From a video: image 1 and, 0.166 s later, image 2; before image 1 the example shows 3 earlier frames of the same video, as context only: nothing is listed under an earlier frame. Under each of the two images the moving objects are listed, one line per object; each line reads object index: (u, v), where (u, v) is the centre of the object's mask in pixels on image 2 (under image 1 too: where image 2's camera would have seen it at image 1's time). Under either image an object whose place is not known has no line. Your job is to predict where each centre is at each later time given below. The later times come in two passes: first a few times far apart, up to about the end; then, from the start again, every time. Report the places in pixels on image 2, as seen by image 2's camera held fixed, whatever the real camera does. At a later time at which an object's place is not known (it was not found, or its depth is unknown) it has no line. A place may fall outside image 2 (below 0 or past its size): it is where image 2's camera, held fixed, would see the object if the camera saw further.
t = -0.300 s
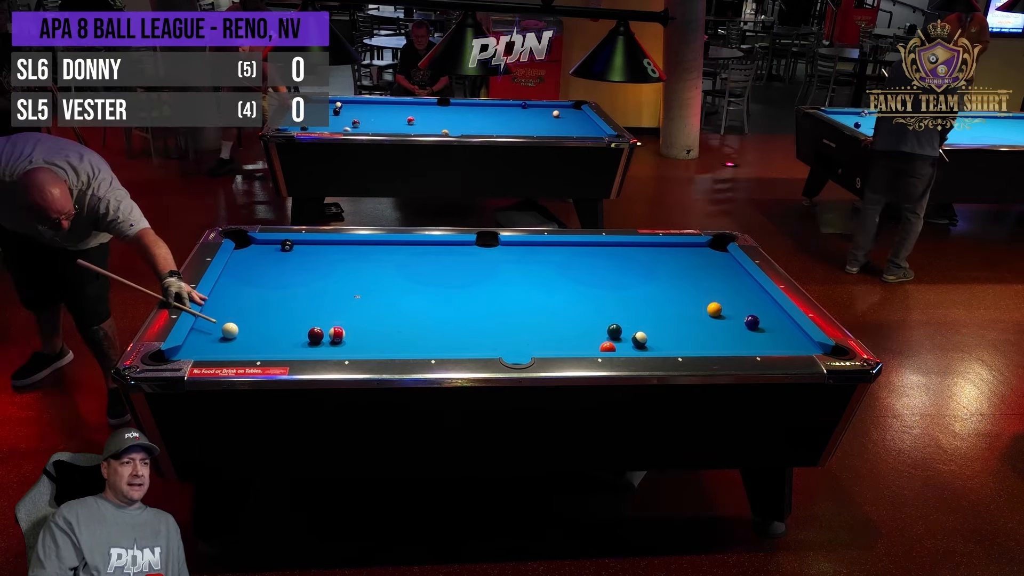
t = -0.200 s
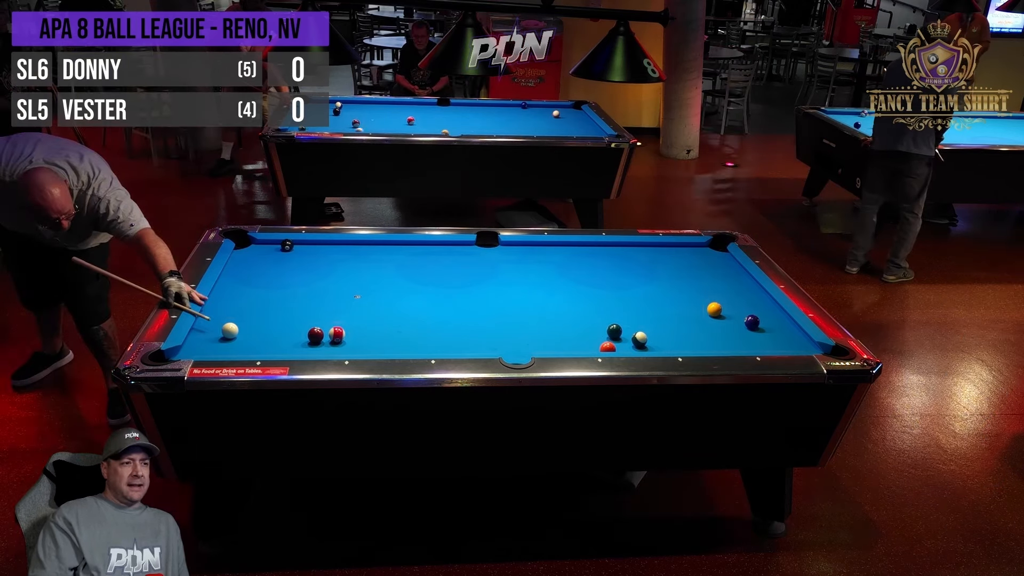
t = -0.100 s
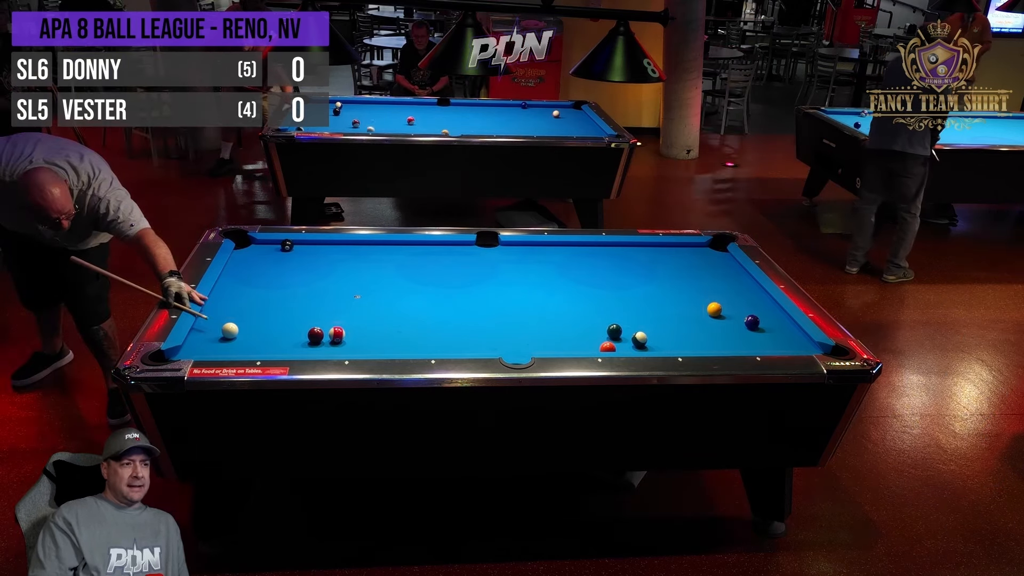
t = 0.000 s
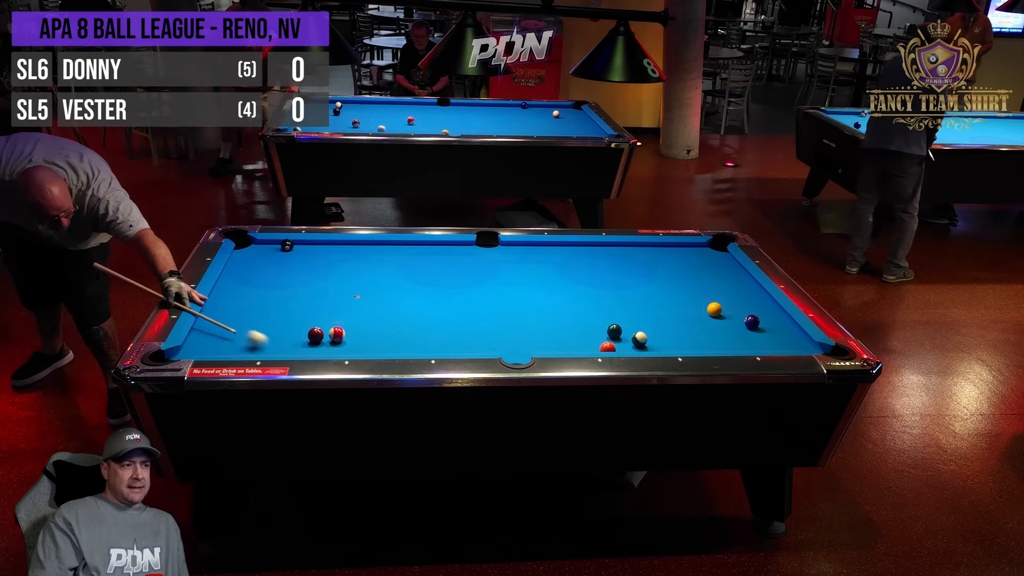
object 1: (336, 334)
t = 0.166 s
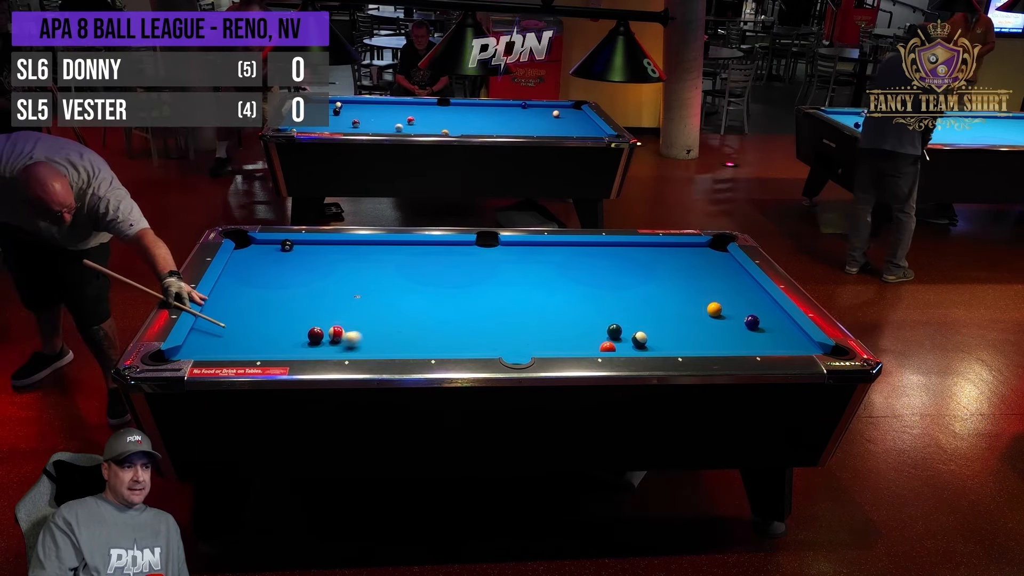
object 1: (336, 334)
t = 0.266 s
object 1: (334, 331)
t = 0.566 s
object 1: (330, 324)
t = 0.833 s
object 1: (326, 319)
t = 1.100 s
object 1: (323, 314)
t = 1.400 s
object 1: (320, 309)
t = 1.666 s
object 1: (318, 305)
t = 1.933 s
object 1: (317, 302)
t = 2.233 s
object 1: (316, 299)
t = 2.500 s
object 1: (315, 297)
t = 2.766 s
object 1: (314, 295)
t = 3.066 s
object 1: (315, 293)
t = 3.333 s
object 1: (315, 293)
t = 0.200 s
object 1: (335, 333)
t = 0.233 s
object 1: (335, 332)
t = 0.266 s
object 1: (334, 331)
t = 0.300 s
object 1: (334, 331)
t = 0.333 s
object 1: (333, 330)
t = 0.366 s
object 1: (333, 329)
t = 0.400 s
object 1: (332, 328)
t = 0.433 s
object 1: (332, 327)
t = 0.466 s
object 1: (331, 327)
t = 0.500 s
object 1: (331, 326)
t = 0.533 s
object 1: (330, 325)
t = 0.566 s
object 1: (330, 324)
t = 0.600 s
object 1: (329, 323)
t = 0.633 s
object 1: (329, 323)
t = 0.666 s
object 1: (329, 322)
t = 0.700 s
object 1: (328, 321)
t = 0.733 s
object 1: (328, 321)
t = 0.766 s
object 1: (327, 320)
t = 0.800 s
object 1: (327, 319)
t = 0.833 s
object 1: (326, 319)
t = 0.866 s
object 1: (326, 318)
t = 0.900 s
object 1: (326, 317)
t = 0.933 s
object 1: (325, 317)
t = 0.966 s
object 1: (325, 316)
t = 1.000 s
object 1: (324, 315)
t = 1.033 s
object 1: (324, 315)
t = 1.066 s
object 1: (324, 314)
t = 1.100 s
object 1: (323, 314)
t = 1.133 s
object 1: (323, 313)
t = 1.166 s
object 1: (323, 313)
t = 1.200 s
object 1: (322, 312)
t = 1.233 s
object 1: (322, 311)
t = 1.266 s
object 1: (321, 311)
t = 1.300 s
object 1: (321, 310)
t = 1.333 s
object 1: (321, 310)
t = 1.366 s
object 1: (321, 309)
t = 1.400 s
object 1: (320, 309)
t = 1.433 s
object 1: (320, 308)
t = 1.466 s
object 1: (320, 308)
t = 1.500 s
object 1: (320, 307)
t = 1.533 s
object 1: (319, 307)
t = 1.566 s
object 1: (319, 307)
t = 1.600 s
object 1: (319, 306)
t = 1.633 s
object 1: (319, 306)
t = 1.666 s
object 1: (318, 305)
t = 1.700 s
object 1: (318, 305)
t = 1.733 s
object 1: (318, 304)
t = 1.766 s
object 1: (318, 304)
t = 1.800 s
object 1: (318, 303)
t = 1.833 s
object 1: (317, 303)
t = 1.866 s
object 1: (317, 303)
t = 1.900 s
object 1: (317, 302)
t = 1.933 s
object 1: (317, 302)
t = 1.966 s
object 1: (317, 301)
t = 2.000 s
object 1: (317, 301)
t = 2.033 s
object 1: (316, 301)
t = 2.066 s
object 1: (316, 300)
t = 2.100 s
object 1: (316, 300)
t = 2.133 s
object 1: (316, 300)
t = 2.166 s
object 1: (316, 299)
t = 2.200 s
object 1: (316, 299)
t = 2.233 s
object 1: (316, 299)
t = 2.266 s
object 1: (315, 299)
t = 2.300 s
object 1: (315, 298)
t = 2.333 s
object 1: (315, 298)
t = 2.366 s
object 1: (315, 298)
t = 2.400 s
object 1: (315, 297)
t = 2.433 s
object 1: (315, 297)
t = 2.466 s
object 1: (315, 297)
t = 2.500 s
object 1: (315, 297)
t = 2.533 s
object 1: (315, 296)
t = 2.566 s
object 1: (315, 296)
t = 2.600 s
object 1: (314, 296)
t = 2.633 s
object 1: (314, 296)
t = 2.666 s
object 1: (314, 296)
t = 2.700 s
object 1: (314, 295)
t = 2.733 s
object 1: (314, 295)
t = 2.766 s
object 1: (314, 295)
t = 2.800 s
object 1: (314, 295)
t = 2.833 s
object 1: (314, 295)
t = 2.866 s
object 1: (314, 294)
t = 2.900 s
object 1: (314, 294)
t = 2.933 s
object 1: (314, 294)
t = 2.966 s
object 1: (314, 294)
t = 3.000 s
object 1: (314, 294)
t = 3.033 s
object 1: (314, 294)
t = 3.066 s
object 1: (315, 293)
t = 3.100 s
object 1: (315, 293)
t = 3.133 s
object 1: (315, 293)
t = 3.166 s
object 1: (315, 293)
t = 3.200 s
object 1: (315, 293)
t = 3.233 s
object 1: (315, 293)
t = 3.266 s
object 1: (315, 293)
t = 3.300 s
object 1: (315, 293)
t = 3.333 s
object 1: (315, 293)
